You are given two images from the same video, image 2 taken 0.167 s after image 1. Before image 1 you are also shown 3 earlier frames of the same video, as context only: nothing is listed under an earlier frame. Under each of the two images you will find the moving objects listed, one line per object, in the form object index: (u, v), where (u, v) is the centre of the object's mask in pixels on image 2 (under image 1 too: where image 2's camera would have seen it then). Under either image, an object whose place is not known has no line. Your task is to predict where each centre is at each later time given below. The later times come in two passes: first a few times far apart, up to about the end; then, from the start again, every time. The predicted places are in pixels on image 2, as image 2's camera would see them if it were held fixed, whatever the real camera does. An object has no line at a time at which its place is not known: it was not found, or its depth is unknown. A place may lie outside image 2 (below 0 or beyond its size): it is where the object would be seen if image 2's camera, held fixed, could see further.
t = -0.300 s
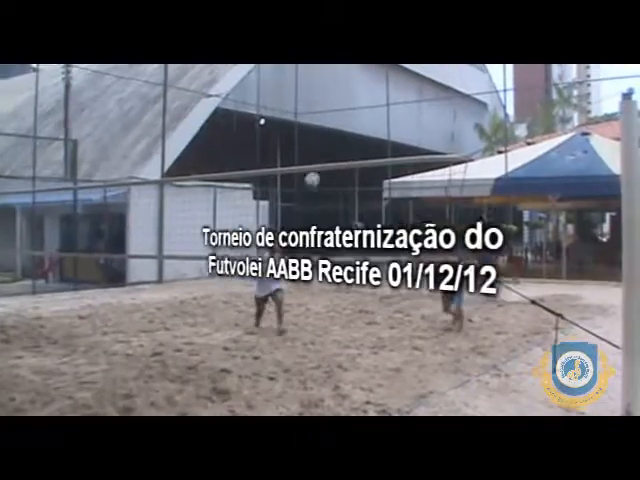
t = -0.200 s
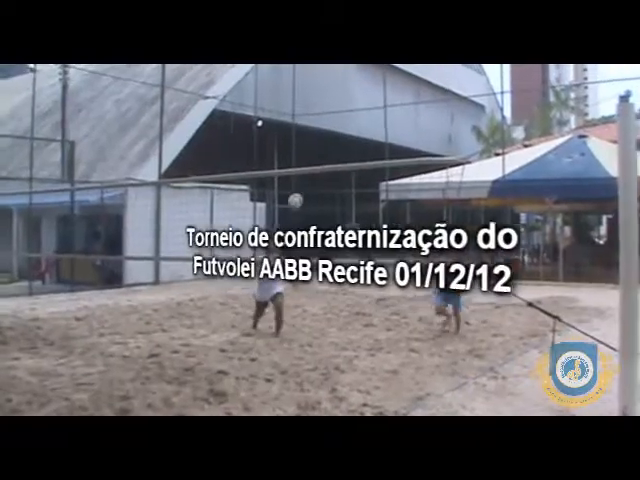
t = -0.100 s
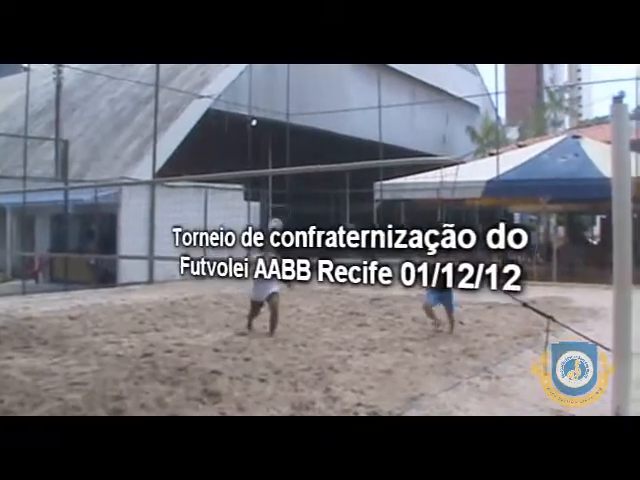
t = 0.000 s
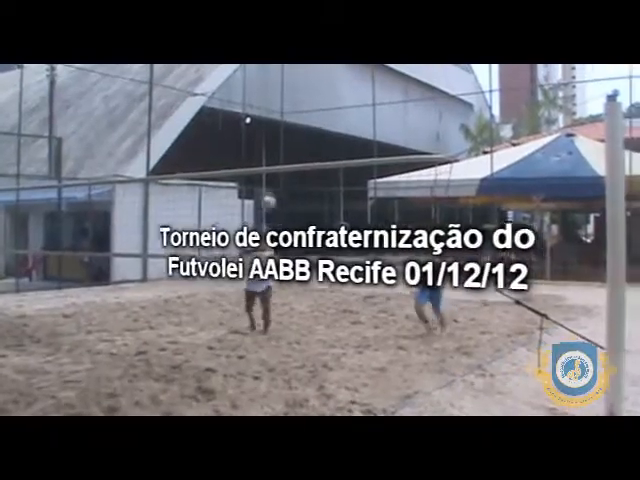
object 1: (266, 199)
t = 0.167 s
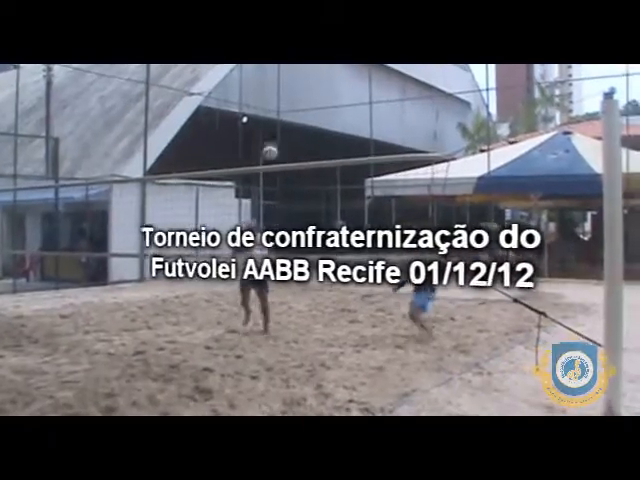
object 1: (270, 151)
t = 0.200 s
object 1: (272, 144)
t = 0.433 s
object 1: (276, 109)
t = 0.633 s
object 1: (282, 107)
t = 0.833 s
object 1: (291, 134)
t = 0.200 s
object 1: (272, 144)
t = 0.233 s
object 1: (272, 137)
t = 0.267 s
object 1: (272, 131)
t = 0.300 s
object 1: (274, 125)
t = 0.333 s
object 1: (274, 123)
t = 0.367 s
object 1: (276, 115)
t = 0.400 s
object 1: (276, 110)
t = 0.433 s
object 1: (276, 109)
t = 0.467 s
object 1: (279, 106)
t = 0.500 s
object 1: (280, 106)
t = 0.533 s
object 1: (281, 105)
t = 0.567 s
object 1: (281, 105)
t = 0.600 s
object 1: (282, 106)
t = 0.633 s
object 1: (282, 107)
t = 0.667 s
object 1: (283, 108)
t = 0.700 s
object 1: (285, 111)
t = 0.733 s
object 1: (286, 116)
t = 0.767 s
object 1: (289, 122)
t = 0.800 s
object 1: (290, 128)
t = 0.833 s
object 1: (291, 134)
